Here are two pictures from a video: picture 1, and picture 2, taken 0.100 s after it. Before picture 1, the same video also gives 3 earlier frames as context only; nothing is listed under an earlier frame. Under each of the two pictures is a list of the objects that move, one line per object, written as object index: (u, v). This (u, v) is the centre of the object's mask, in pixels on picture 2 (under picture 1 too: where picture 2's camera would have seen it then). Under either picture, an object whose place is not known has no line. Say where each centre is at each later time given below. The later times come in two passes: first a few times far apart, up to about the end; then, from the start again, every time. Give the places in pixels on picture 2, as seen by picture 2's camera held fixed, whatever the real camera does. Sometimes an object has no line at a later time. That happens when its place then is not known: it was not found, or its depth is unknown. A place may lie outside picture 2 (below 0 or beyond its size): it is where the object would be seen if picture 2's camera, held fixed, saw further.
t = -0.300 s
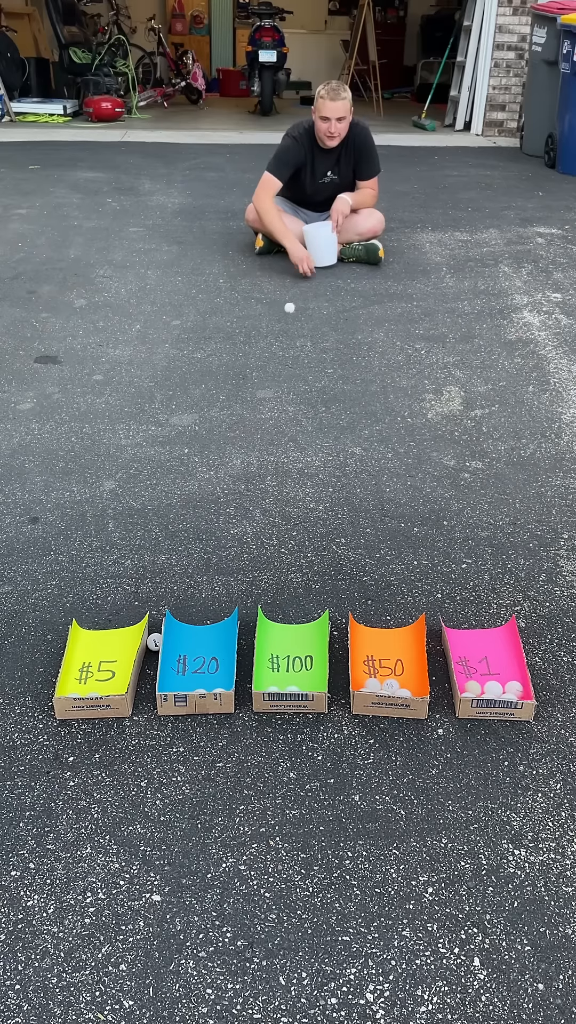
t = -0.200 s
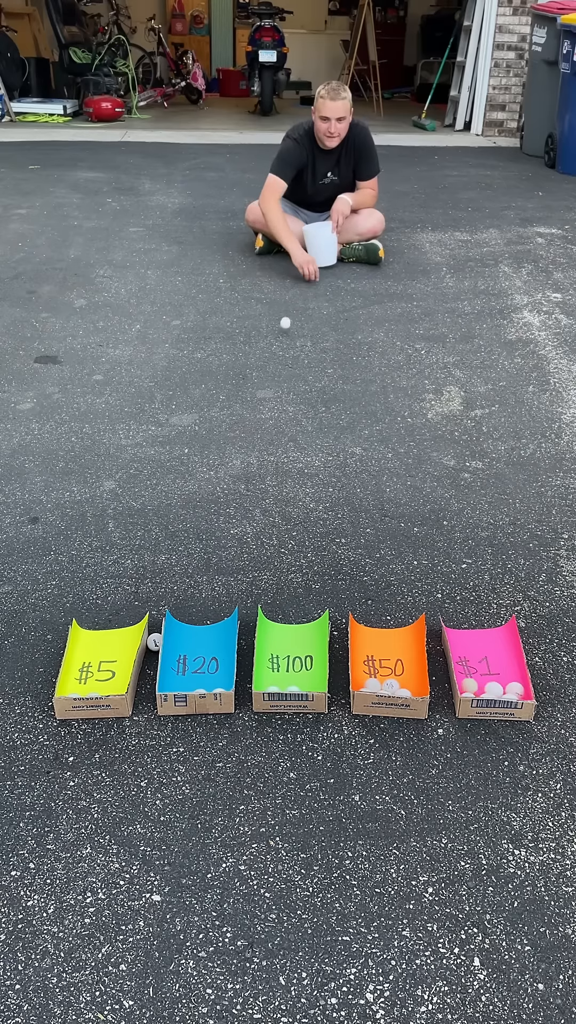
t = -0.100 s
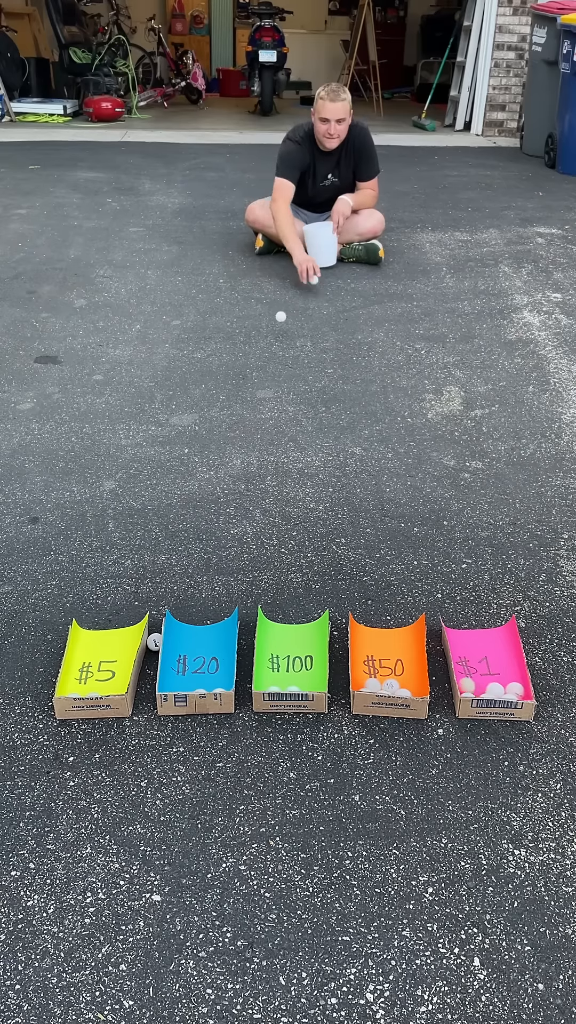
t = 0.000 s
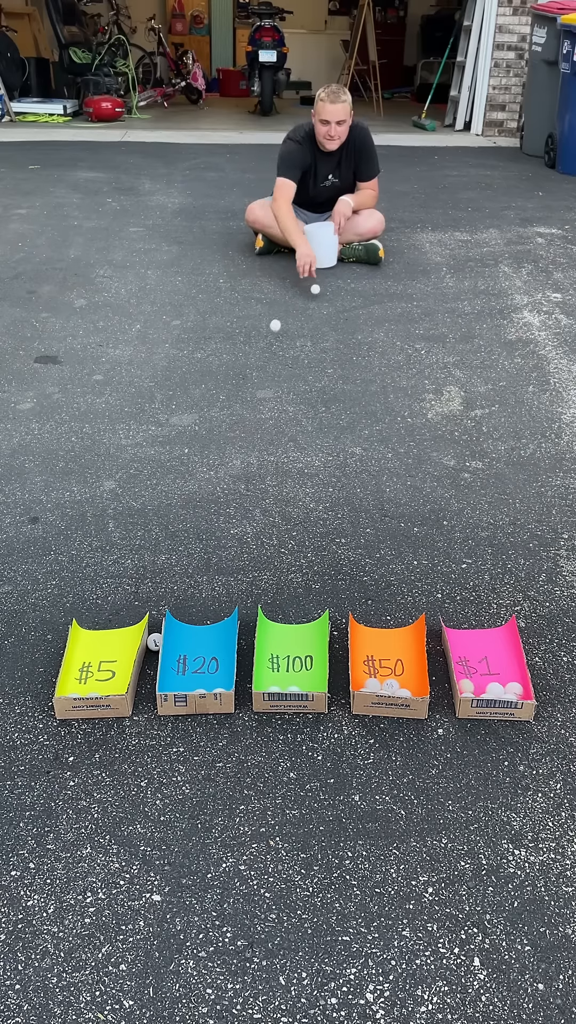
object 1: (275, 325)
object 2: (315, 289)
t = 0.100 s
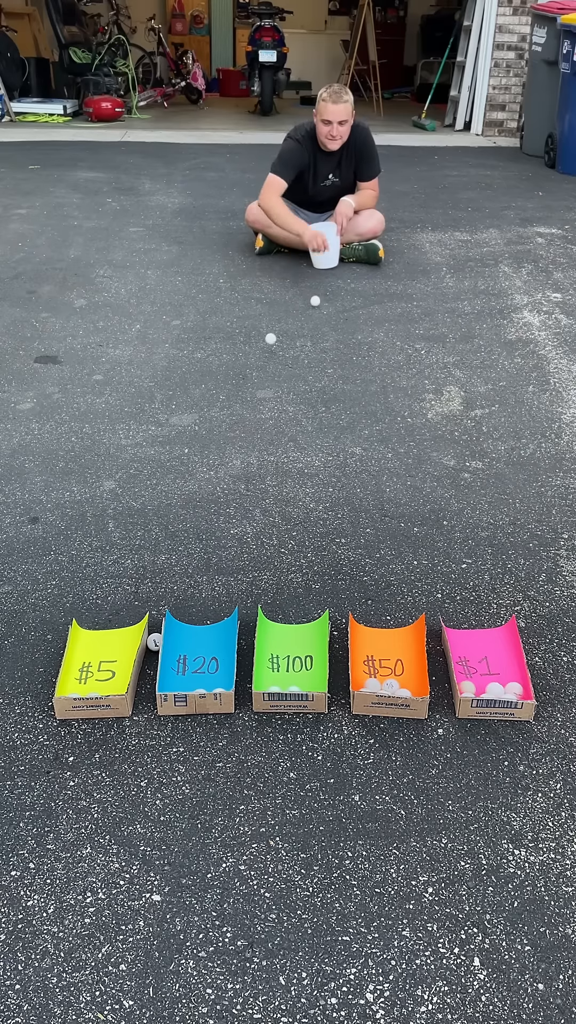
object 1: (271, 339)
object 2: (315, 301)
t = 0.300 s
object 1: (264, 361)
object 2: (314, 311)
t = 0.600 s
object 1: (260, 383)
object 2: (310, 339)
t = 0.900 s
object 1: (261, 443)
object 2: (312, 373)
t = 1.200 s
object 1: (249, 514)
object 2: (321, 411)
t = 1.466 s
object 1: (221, 601)
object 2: (331, 457)
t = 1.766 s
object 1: (170, 689)
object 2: (340, 514)
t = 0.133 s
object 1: (269, 338)
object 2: (315, 299)
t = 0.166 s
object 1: (269, 339)
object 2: (315, 299)
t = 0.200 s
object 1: (268, 343)
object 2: (315, 301)
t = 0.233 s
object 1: (266, 351)
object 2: (315, 306)
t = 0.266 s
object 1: (265, 361)
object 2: (314, 311)
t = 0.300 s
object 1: (264, 361)
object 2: (314, 311)
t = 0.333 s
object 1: (263, 359)
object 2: (314, 313)
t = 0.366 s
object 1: (262, 360)
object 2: (313, 318)
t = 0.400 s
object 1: (261, 365)
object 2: (313, 321)
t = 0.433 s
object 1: (260, 372)
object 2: (312, 323)
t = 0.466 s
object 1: (259, 383)
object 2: (311, 327)
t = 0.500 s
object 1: (259, 382)
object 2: (311, 330)
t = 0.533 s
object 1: (259, 379)
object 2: (310, 334)
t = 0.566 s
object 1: (259, 380)
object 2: (310, 335)
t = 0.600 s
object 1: (260, 383)
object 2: (310, 339)
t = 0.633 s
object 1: (260, 390)
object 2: (309, 343)
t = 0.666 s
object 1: (260, 399)
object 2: (310, 347)
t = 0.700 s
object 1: (260, 412)
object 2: (310, 350)
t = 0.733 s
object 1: (260, 413)
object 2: (310, 354)
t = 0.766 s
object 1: (260, 416)
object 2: (309, 357)
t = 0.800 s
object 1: (261, 423)
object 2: (309, 361)
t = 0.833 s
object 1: (261, 432)
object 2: (310, 365)
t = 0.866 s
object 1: (260, 439)
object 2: (311, 367)
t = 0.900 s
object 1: (261, 443)
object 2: (312, 373)
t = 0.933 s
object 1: (261, 451)
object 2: (313, 378)
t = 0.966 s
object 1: (261, 460)
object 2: (314, 381)
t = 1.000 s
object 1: (260, 462)
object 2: (316, 387)
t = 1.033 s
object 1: (258, 468)
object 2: (317, 389)
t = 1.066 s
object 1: (256, 477)
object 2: (318, 390)
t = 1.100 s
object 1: (255, 489)
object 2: (319, 394)
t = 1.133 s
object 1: (253, 494)
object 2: (319, 402)
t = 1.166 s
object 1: (251, 504)
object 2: (320, 410)
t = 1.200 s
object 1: (249, 514)
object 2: (321, 411)
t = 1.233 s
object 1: (247, 522)
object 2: (323, 414)
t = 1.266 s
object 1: (243, 534)
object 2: (325, 421)
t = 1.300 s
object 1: (240, 543)
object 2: (326, 431)
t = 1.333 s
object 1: (237, 554)
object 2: (327, 434)
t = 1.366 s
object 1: (233, 565)
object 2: (328, 438)
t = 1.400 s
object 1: (229, 576)
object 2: (329, 444)
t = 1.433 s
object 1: (225, 588)
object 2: (330, 454)
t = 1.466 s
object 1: (221, 601)
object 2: (331, 457)
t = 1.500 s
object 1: (216, 613)
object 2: (332, 459)
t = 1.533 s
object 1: (210, 617)
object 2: (333, 463)
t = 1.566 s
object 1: (205, 623)
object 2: (334, 472)
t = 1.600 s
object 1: (199, 634)
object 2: (334, 484)
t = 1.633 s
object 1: (192, 648)
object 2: (335, 490)
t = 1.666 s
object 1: (186, 660)
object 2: (337, 490)
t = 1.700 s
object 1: (180, 672)
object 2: (338, 495)
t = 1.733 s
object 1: (175, 683)
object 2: (339, 503)
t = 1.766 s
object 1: (170, 689)
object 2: (340, 514)
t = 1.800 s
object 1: (169, 685)
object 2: (341, 530)
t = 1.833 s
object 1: (170, 683)
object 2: (343, 533)
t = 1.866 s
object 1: (171, 682)
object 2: (345, 528)
